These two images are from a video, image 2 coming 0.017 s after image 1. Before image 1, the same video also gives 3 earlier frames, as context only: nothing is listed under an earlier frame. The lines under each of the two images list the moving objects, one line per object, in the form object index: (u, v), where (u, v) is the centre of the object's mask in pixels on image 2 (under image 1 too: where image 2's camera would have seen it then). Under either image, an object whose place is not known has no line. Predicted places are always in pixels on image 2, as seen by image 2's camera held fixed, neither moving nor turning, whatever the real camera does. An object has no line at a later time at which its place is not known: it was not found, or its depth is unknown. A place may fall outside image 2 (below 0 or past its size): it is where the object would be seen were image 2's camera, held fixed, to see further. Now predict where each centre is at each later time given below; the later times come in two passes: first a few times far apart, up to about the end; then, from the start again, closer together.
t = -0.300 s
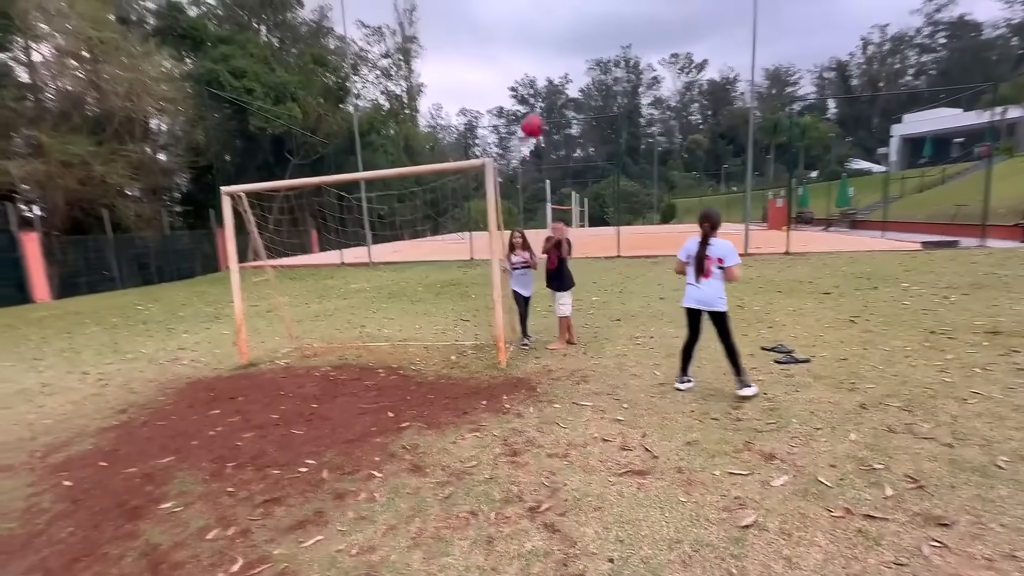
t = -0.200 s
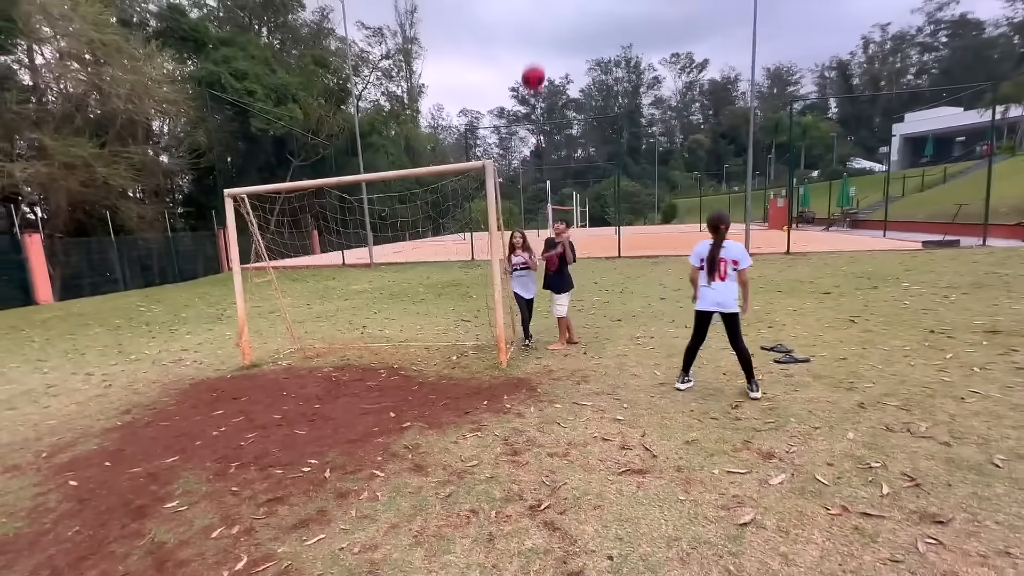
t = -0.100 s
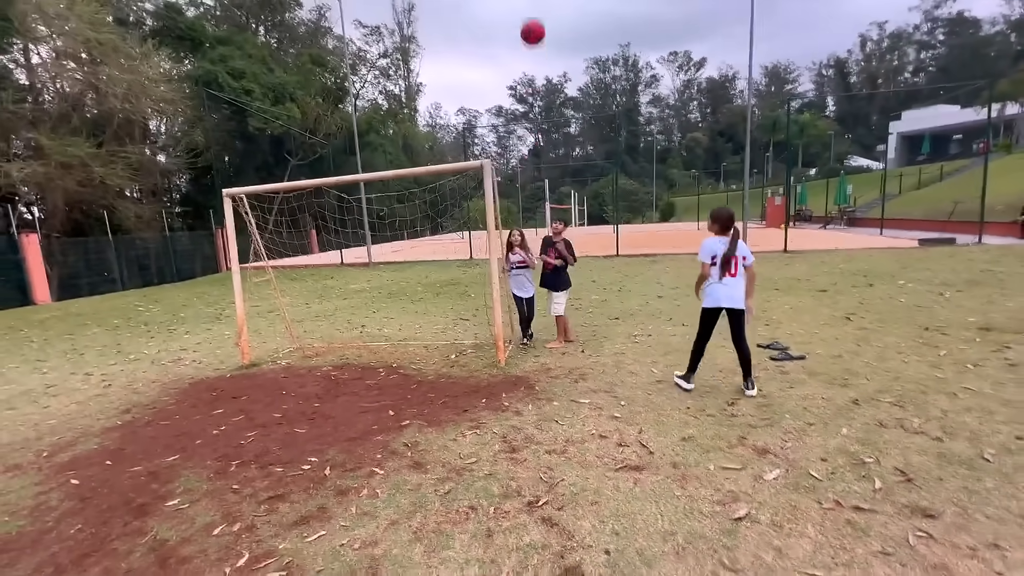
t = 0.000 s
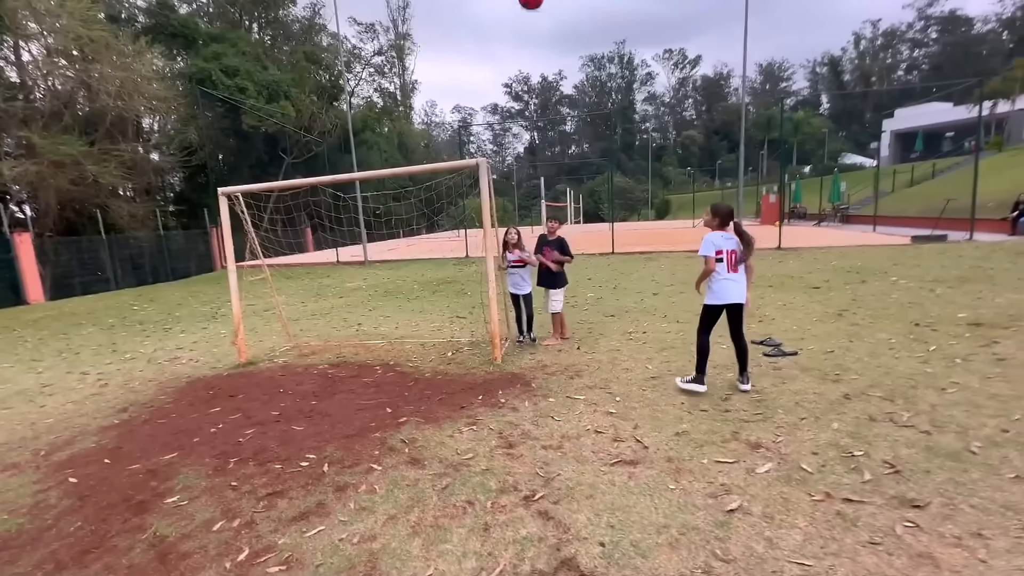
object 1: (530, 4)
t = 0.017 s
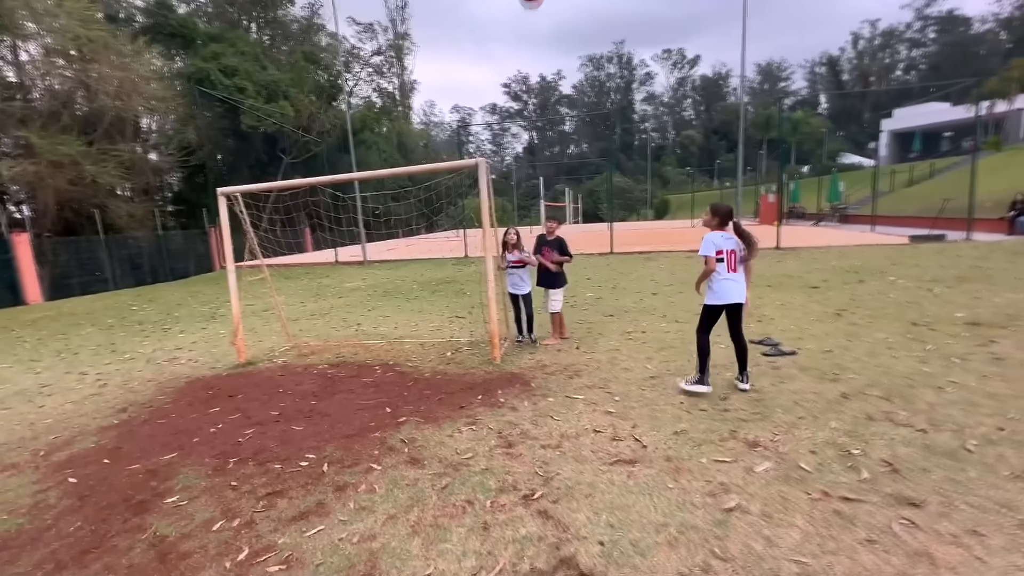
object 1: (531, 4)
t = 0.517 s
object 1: (571, 37)
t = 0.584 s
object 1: (582, 78)
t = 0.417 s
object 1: (559, 5)
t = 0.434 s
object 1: (559, 4)
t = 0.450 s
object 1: (563, 11)
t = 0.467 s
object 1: (565, 18)
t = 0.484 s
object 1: (567, 20)
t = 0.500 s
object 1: (569, 29)
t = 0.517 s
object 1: (571, 37)
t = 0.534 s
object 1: (573, 48)
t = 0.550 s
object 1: (574, 57)
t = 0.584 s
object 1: (582, 78)
